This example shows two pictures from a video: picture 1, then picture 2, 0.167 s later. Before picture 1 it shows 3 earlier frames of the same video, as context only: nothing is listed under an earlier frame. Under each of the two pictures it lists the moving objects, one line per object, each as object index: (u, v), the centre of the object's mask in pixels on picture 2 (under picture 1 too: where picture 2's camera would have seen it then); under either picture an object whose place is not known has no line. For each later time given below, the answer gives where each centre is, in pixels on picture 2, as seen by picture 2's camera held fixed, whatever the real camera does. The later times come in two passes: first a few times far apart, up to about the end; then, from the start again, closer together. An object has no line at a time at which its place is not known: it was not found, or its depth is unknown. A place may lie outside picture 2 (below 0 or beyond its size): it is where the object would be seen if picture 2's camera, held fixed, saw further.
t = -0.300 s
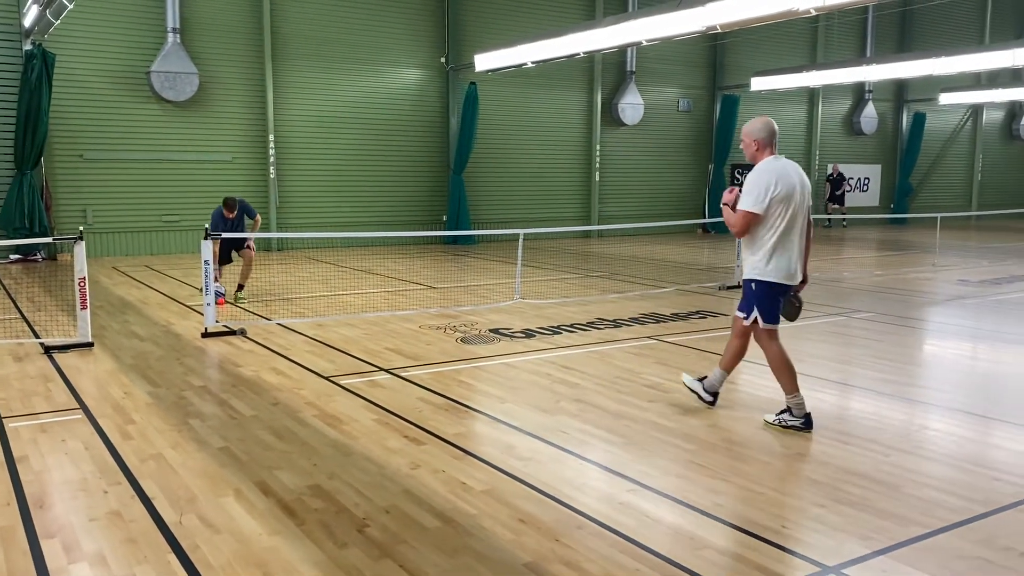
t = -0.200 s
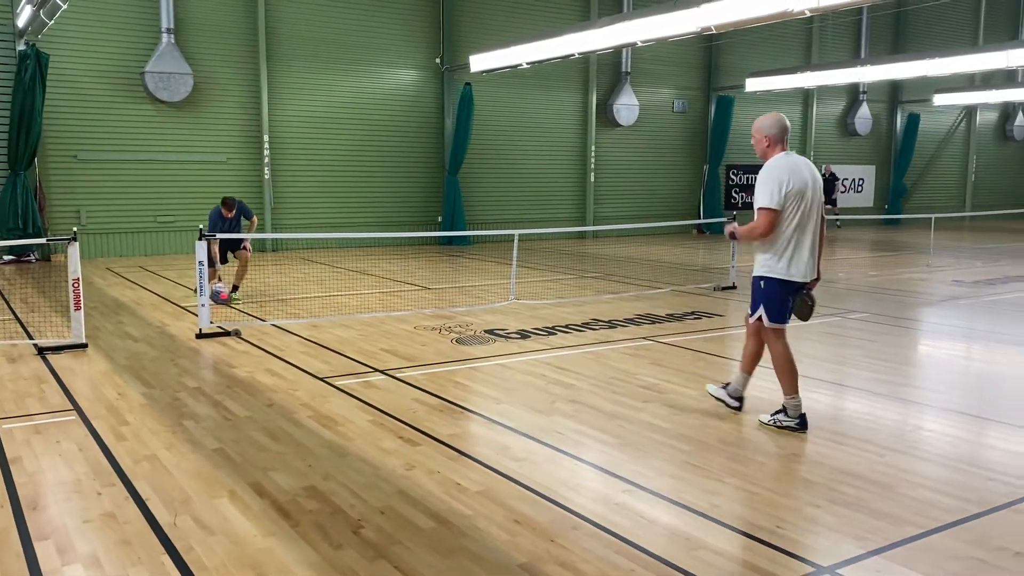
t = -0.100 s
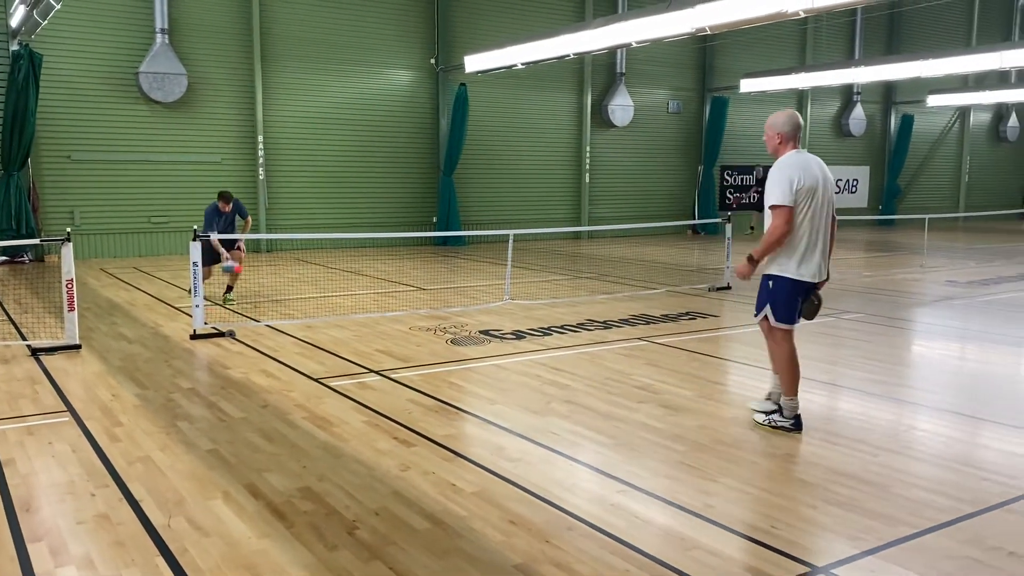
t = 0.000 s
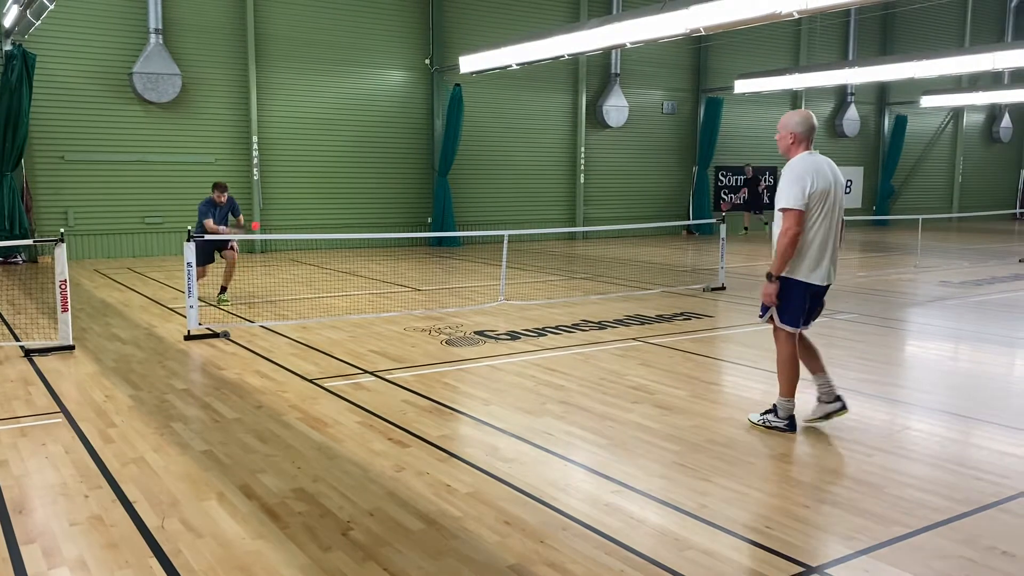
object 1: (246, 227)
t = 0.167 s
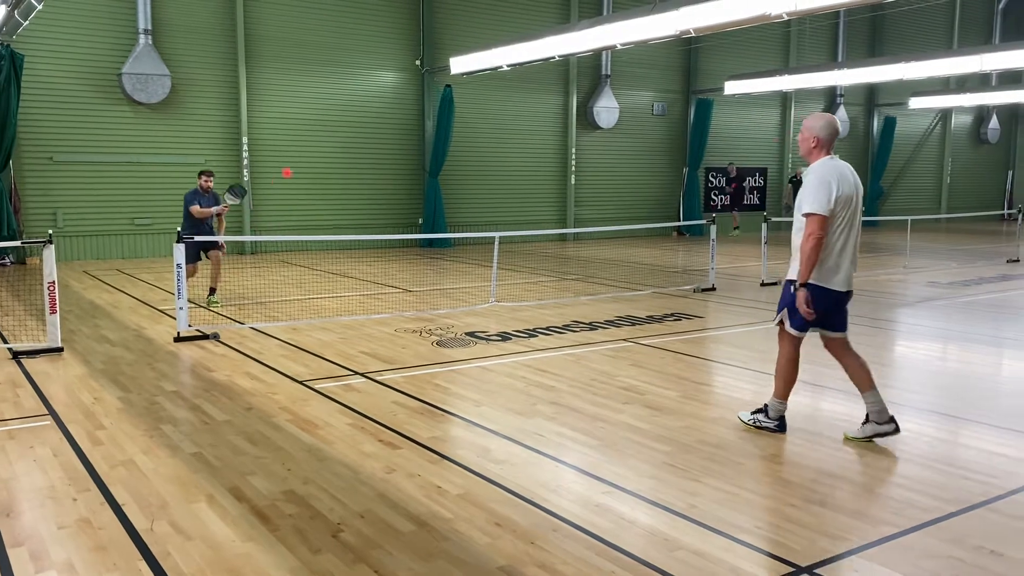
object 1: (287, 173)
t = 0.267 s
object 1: (312, 153)
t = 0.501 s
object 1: (383, 150)
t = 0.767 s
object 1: (473, 235)
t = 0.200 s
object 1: (296, 164)
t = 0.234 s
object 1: (303, 158)
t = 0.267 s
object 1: (312, 153)
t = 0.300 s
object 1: (323, 148)
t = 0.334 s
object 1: (332, 145)
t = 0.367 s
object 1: (342, 143)
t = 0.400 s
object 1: (352, 143)
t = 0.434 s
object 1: (362, 143)
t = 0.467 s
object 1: (372, 146)
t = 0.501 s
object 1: (383, 150)
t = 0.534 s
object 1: (394, 155)
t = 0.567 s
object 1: (405, 161)
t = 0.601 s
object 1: (416, 170)
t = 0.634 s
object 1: (427, 179)
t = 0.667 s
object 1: (438, 191)
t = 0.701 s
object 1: (450, 204)
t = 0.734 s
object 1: (461, 219)
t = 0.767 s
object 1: (473, 235)
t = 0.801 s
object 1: (485, 253)
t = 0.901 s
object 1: (524, 317)
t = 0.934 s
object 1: (537, 341)
